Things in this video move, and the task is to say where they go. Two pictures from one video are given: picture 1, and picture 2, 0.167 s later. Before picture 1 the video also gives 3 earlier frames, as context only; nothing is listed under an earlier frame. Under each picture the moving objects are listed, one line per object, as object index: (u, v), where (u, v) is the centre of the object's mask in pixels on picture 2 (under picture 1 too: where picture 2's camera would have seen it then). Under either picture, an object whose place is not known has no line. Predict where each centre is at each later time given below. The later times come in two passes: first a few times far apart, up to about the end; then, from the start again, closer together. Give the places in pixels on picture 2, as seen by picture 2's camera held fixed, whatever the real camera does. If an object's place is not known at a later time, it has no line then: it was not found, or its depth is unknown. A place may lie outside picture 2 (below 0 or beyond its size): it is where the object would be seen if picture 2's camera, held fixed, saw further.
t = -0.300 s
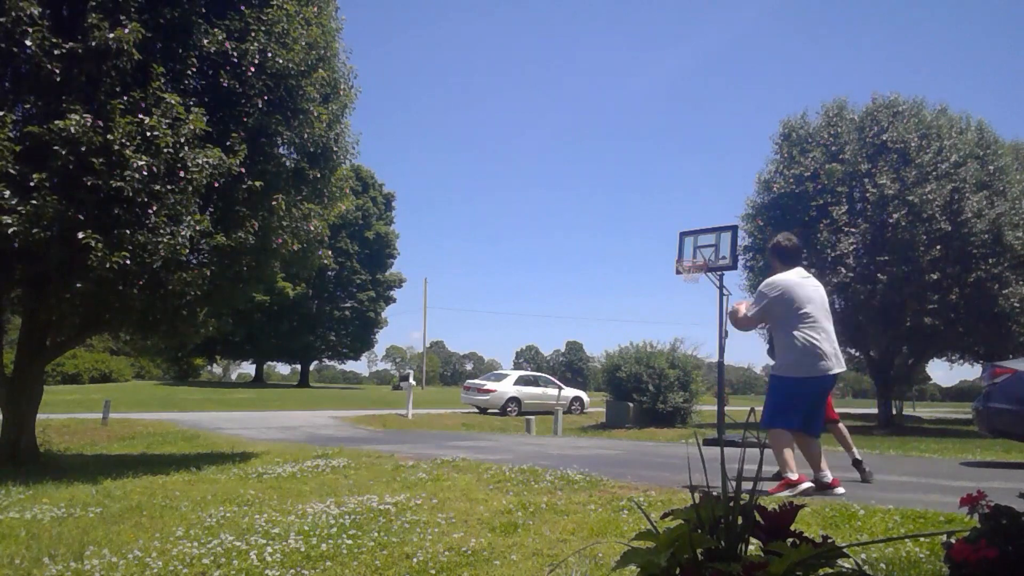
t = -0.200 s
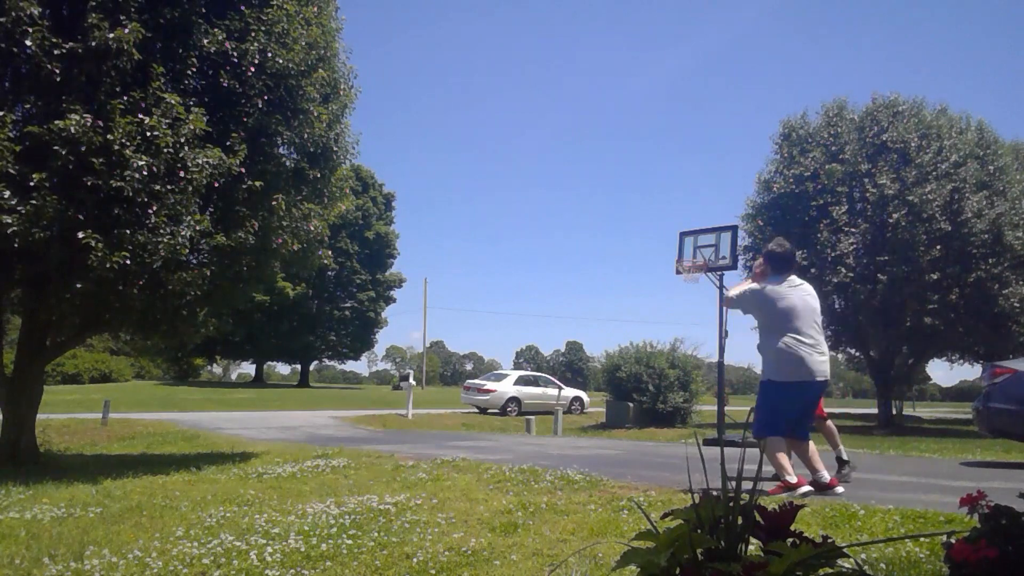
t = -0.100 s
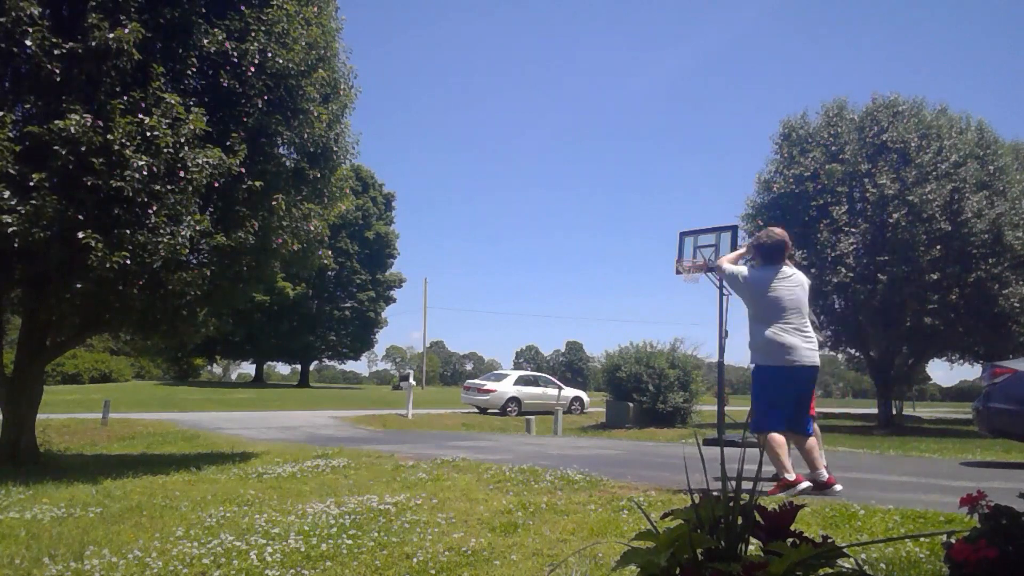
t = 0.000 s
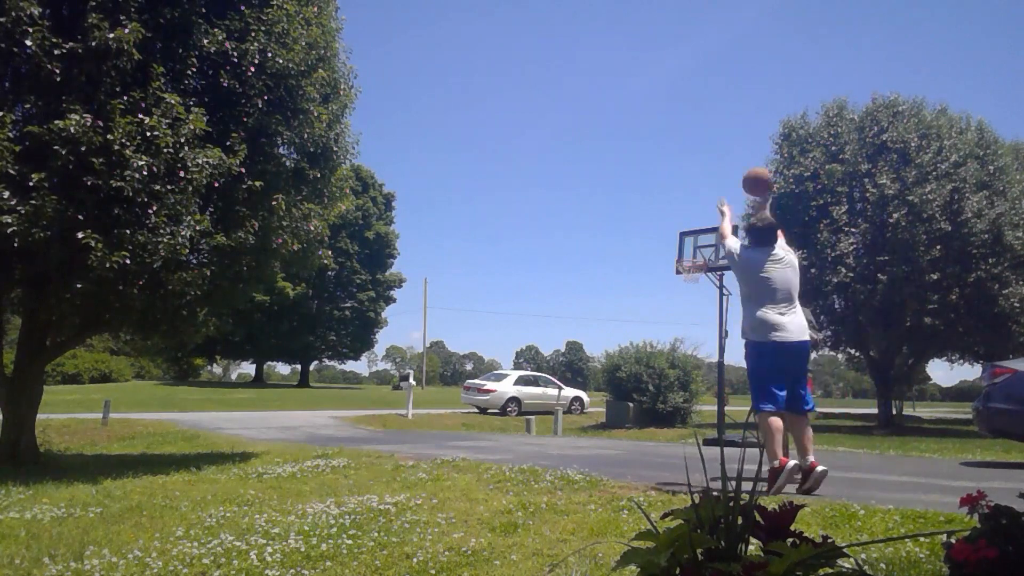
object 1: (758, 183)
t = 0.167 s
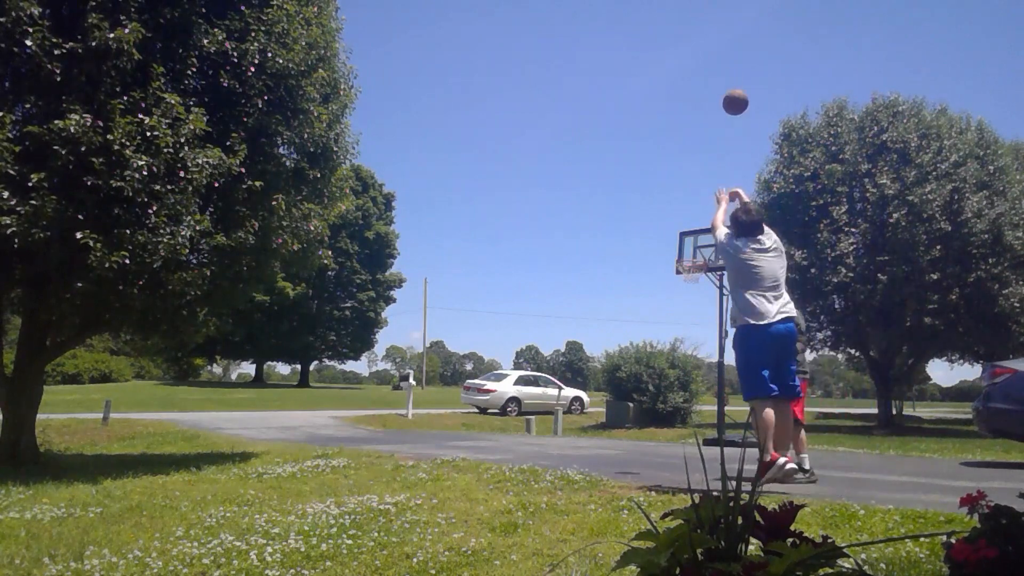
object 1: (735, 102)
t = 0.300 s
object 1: (723, 69)
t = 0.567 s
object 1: (707, 58)
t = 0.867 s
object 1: (695, 104)
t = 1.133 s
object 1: (688, 179)
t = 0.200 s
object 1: (732, 92)
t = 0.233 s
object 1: (729, 83)
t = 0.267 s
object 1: (726, 76)
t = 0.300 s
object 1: (723, 69)
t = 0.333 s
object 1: (721, 65)
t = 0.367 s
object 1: (718, 61)
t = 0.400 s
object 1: (716, 58)
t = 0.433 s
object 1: (714, 56)
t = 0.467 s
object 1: (712, 56)
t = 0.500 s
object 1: (710, 56)
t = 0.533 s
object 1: (708, 57)
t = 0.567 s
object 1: (707, 58)
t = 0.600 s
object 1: (705, 61)
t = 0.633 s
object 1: (704, 64)
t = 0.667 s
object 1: (702, 68)
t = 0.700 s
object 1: (701, 73)
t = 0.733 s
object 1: (700, 78)
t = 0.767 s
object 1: (699, 83)
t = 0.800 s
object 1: (697, 89)
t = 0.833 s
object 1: (696, 96)
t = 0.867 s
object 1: (695, 104)
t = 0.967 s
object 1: (692, 129)
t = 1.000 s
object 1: (692, 138)
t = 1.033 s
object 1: (691, 148)
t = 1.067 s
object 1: (690, 158)
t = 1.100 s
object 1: (689, 168)
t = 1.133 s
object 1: (688, 179)
